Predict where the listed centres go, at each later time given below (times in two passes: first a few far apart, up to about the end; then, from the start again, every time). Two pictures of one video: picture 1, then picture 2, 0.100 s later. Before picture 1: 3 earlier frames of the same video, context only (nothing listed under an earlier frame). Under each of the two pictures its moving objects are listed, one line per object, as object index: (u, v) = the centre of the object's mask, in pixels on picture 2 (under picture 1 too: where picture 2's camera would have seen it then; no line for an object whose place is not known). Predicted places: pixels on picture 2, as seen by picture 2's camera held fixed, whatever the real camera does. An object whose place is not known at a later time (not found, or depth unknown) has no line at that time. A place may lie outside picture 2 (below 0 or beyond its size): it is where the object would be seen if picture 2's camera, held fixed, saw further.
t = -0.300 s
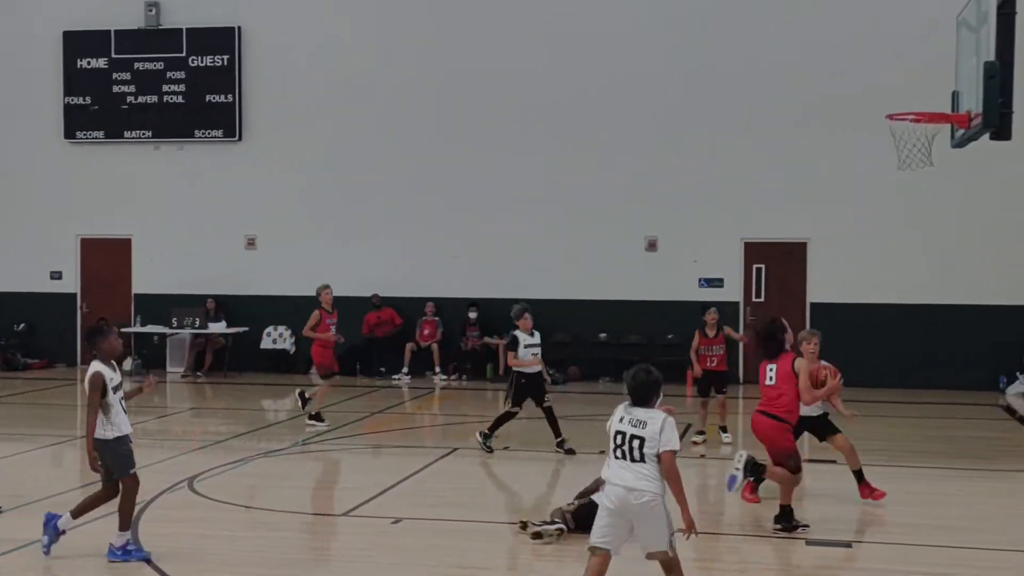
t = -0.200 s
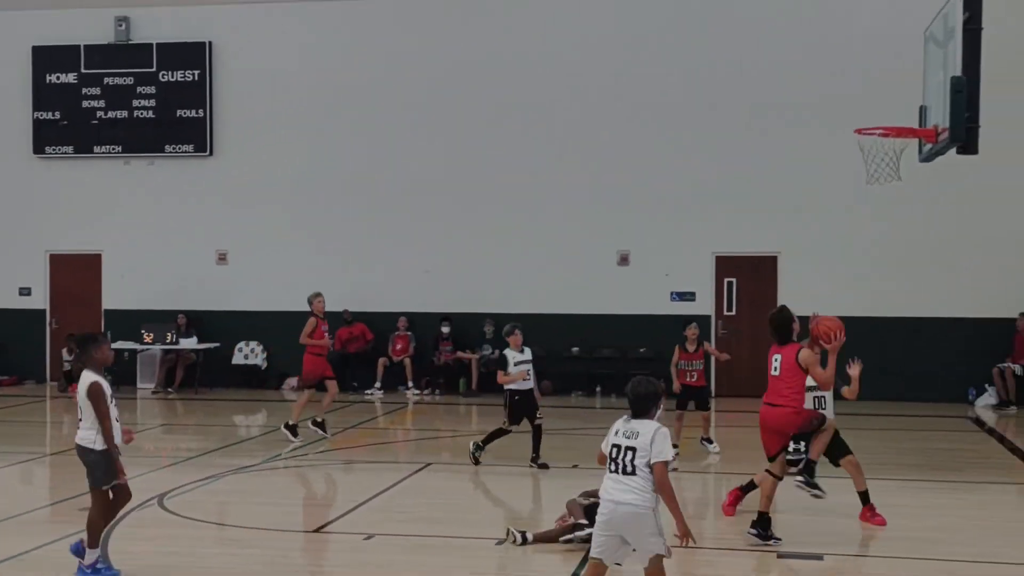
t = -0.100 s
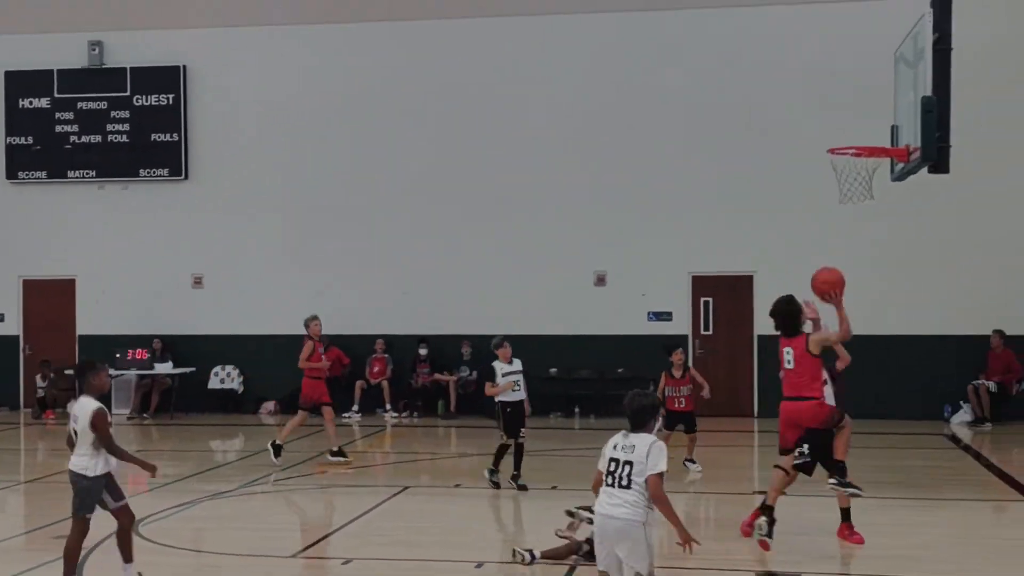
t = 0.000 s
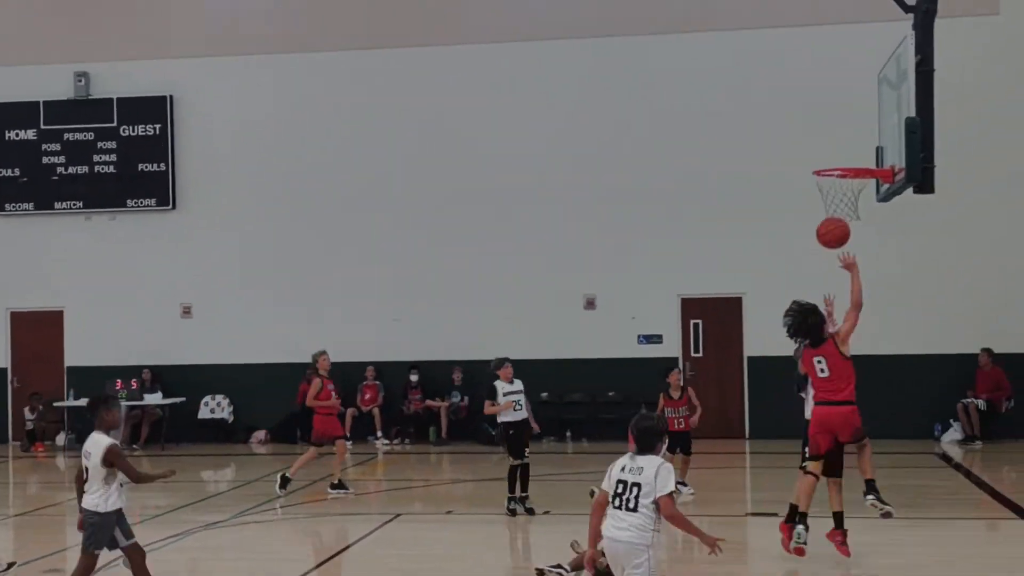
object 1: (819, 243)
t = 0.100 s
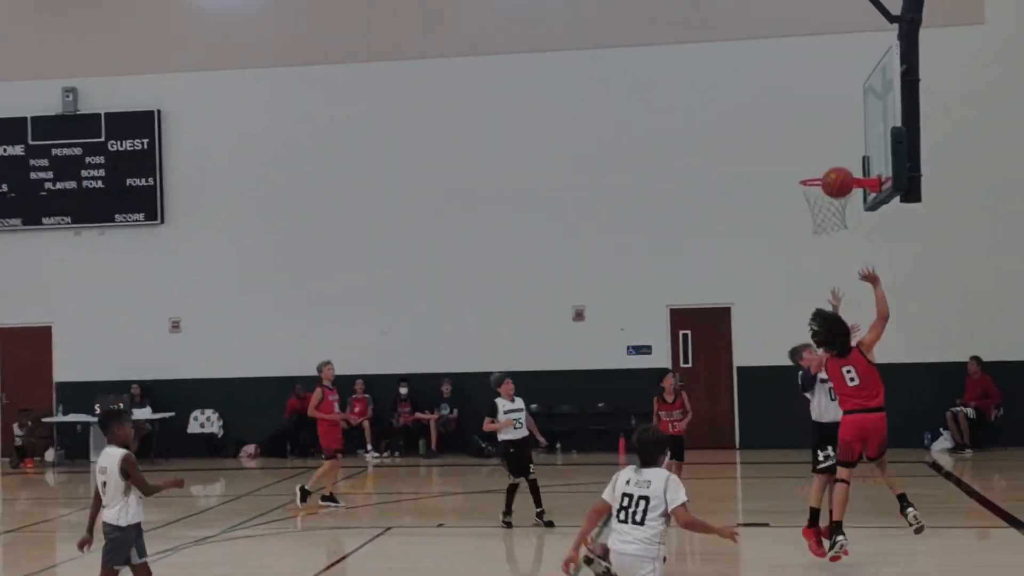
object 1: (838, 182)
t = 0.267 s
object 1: (866, 116)
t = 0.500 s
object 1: (835, 112)
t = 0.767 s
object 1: (786, 170)
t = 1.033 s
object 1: (723, 221)
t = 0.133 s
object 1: (844, 166)
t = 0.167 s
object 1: (850, 151)
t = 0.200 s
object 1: (855, 138)
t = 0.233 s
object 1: (861, 126)
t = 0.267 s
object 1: (866, 116)
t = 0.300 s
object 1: (871, 108)
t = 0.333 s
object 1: (868, 105)
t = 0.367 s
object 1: (861, 103)
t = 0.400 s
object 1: (855, 103)
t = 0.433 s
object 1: (848, 105)
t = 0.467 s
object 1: (841, 108)
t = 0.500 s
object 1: (835, 112)
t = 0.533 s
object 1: (829, 117)
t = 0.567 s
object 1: (823, 123)
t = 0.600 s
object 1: (817, 132)
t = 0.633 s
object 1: (811, 141)
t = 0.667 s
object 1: (805, 152)
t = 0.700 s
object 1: (800, 163)
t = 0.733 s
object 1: (793, 170)
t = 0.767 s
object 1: (786, 170)
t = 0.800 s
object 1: (777, 172)
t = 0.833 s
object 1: (770, 175)
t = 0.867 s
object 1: (761, 179)
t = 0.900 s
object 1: (754, 185)
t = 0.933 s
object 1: (746, 193)
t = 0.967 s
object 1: (738, 201)
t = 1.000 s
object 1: (731, 210)
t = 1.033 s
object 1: (723, 221)
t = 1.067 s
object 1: (716, 233)
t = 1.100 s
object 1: (708, 247)
